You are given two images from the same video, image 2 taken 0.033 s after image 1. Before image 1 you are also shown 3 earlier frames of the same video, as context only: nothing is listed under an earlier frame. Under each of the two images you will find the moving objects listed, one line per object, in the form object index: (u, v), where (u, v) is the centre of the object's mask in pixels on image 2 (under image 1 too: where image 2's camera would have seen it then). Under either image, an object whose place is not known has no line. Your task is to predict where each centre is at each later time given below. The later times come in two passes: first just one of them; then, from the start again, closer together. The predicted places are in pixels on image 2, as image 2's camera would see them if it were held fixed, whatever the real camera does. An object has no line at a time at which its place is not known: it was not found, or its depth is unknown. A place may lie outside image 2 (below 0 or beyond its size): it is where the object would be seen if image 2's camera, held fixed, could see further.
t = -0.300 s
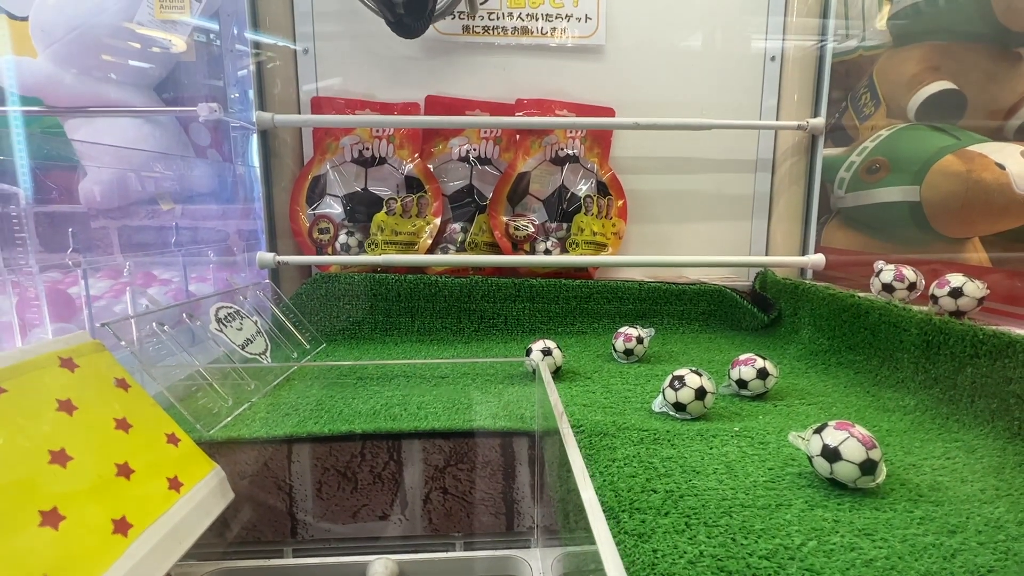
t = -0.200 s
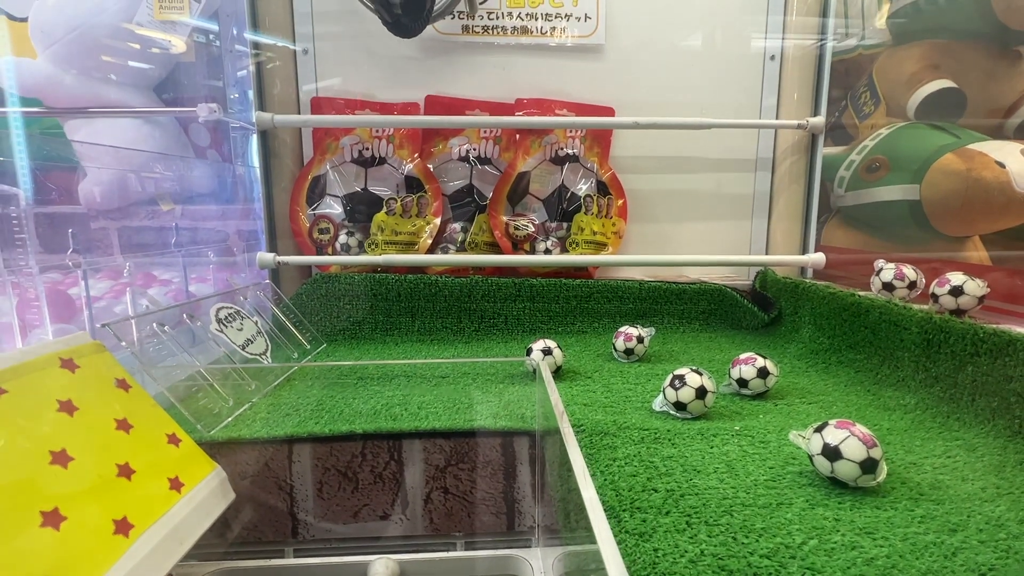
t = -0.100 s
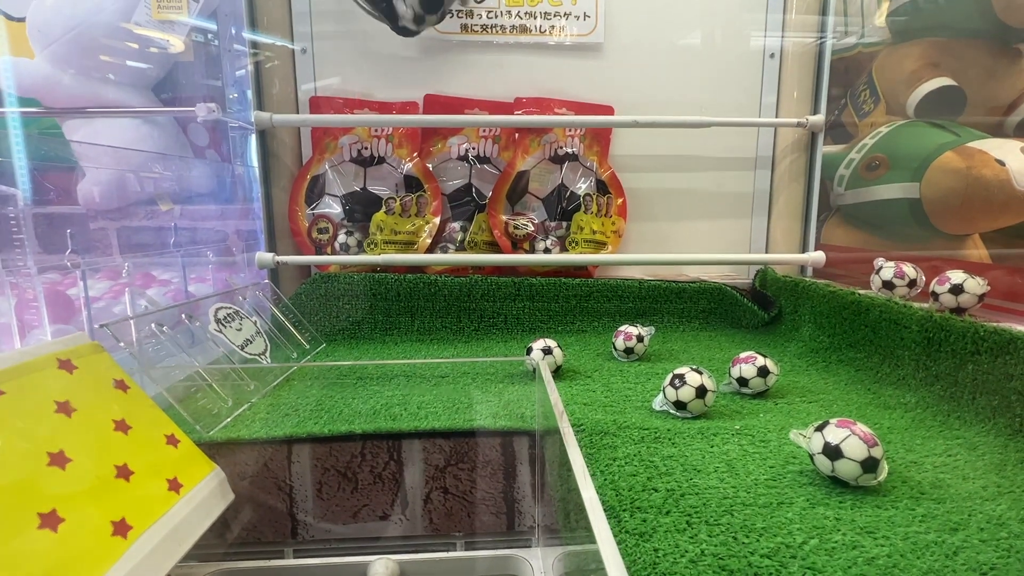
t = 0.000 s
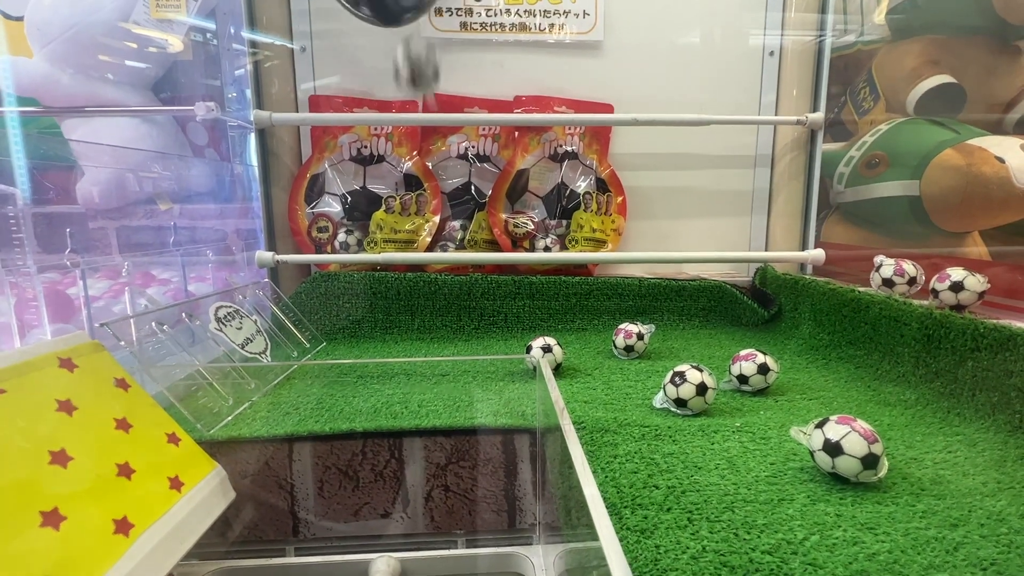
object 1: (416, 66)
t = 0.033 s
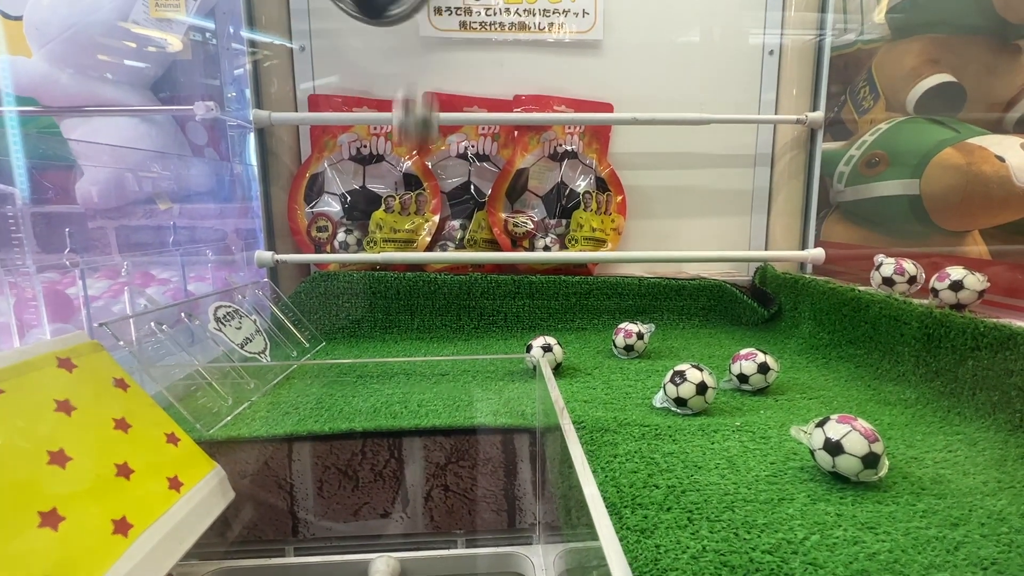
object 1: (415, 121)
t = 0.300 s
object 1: (378, 336)
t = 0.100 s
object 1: (415, 271)
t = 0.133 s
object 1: (416, 349)
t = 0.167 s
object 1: (411, 351)
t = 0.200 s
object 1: (402, 325)
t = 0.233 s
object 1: (394, 315)
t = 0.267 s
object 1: (387, 316)
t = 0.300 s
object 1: (378, 336)
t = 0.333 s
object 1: (369, 380)
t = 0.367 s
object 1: (360, 461)
